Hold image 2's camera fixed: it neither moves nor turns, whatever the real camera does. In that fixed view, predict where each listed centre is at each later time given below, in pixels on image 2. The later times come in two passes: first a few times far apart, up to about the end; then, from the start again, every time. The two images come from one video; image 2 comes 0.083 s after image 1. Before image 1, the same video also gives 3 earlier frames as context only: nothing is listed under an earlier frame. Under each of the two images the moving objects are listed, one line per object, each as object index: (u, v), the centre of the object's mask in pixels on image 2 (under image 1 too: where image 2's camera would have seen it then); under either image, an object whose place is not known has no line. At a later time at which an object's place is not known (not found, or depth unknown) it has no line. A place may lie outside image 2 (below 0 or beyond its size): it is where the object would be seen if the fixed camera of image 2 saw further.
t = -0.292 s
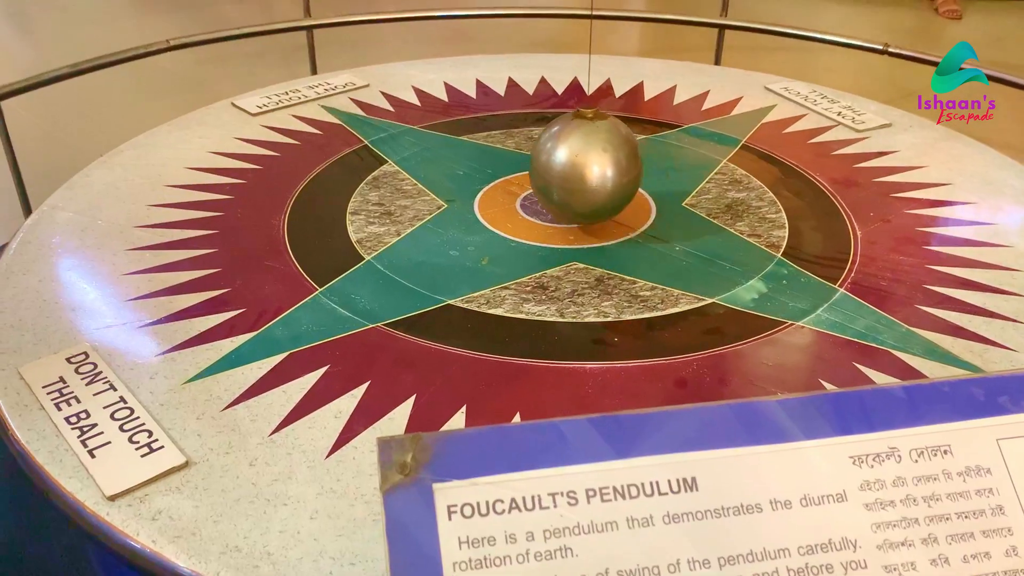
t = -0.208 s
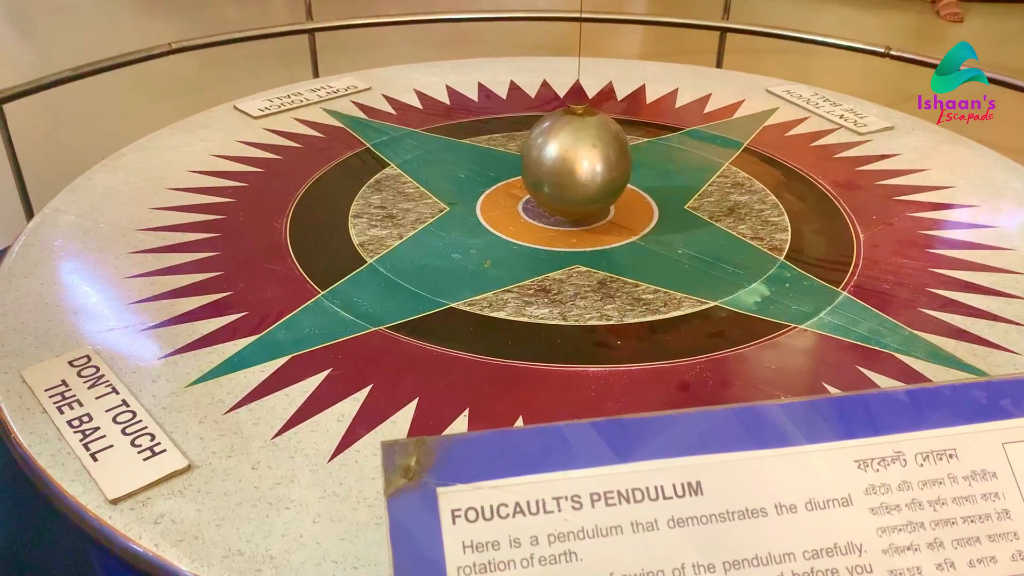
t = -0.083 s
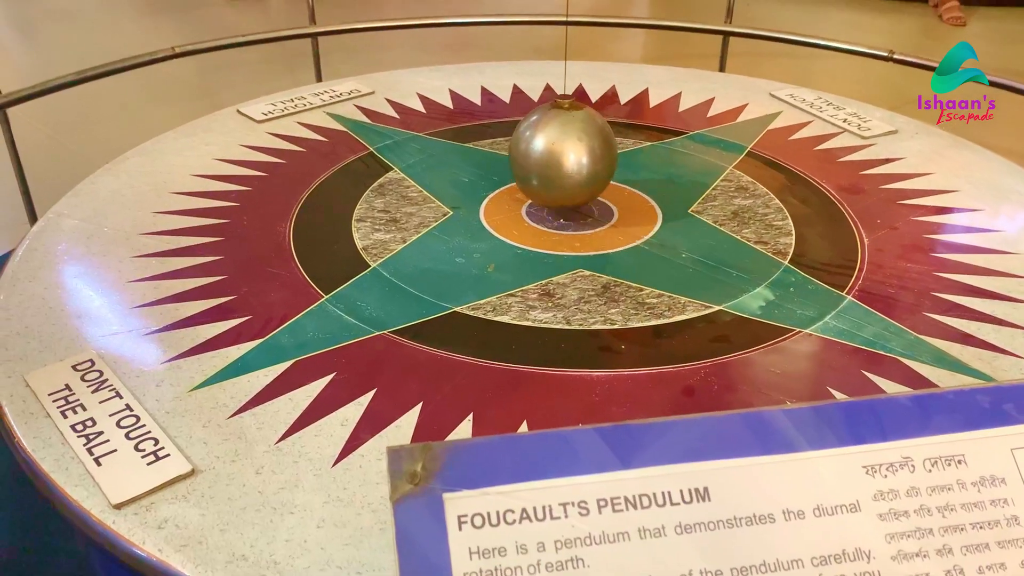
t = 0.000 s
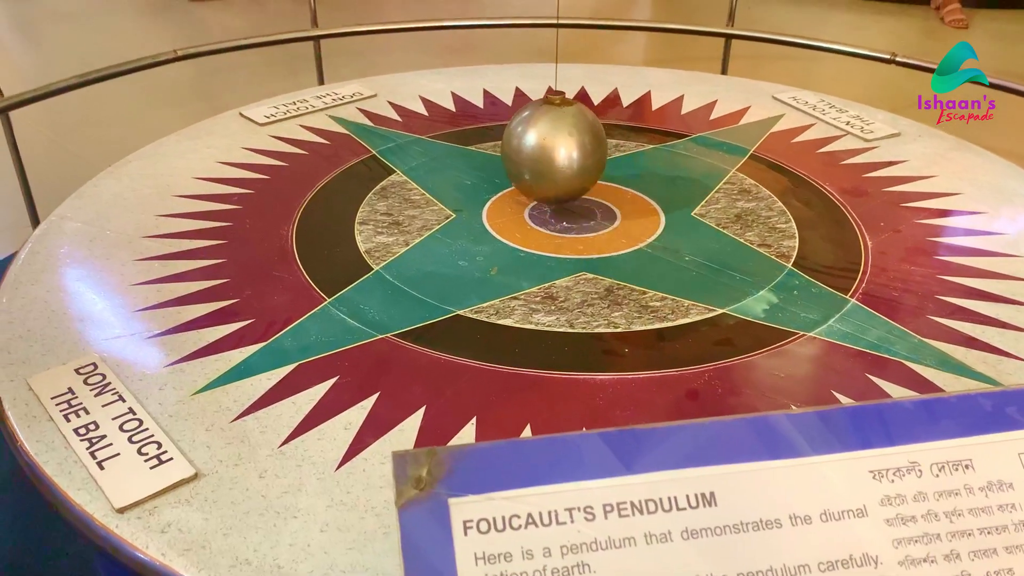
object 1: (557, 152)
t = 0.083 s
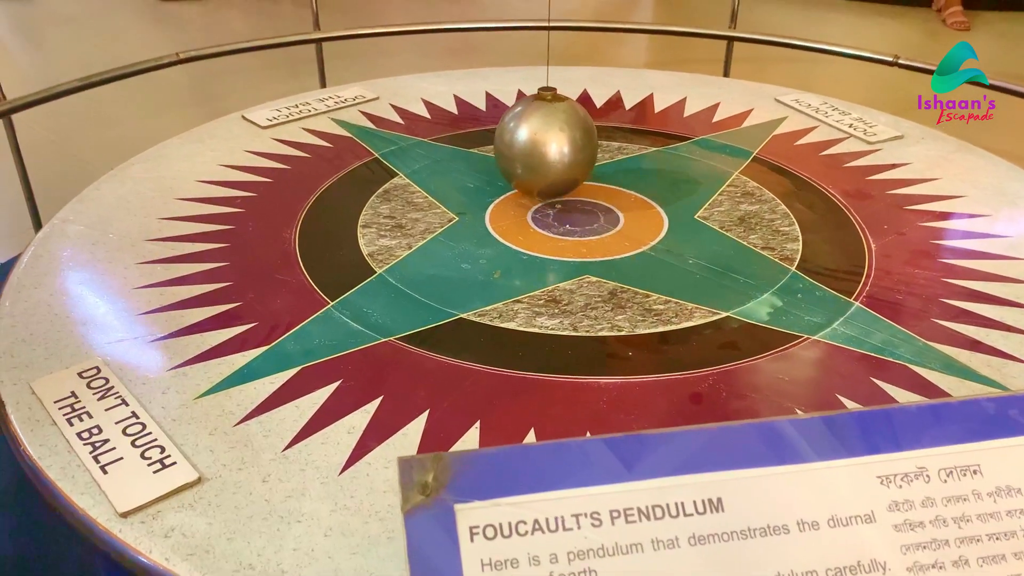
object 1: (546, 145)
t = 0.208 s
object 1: (529, 133)
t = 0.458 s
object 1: (502, 113)
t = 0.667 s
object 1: (486, 101)
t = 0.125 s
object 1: (540, 141)
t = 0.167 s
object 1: (535, 138)
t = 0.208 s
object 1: (529, 133)
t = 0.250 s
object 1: (525, 131)
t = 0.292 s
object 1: (520, 127)
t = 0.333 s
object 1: (516, 123)
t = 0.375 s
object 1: (511, 119)
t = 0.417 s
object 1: (507, 116)
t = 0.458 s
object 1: (502, 113)
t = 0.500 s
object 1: (499, 110)
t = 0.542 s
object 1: (495, 107)
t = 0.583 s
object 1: (492, 105)
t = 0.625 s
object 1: (489, 103)
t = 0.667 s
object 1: (486, 101)
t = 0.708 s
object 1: (483, 98)
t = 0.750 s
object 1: (481, 96)
